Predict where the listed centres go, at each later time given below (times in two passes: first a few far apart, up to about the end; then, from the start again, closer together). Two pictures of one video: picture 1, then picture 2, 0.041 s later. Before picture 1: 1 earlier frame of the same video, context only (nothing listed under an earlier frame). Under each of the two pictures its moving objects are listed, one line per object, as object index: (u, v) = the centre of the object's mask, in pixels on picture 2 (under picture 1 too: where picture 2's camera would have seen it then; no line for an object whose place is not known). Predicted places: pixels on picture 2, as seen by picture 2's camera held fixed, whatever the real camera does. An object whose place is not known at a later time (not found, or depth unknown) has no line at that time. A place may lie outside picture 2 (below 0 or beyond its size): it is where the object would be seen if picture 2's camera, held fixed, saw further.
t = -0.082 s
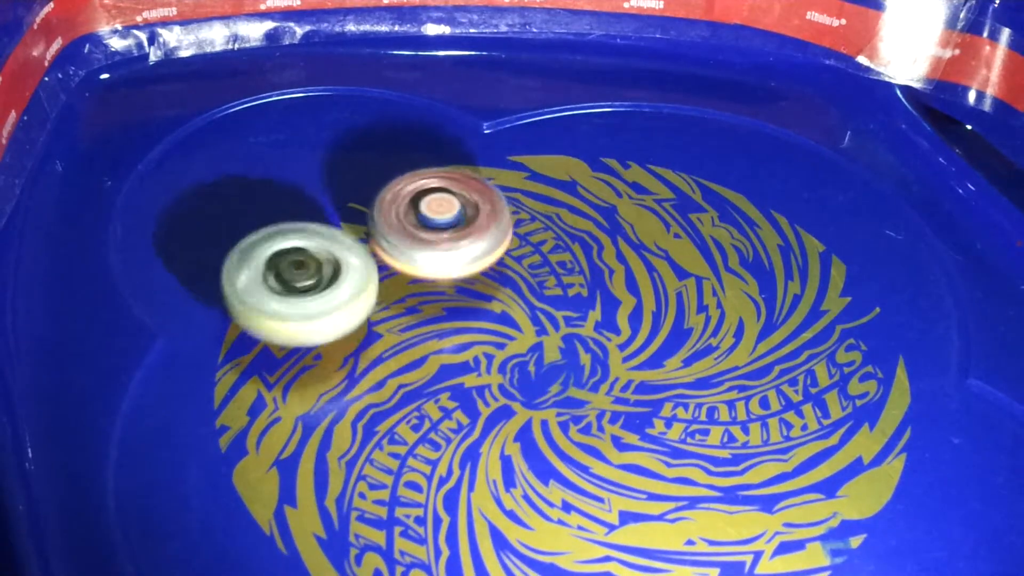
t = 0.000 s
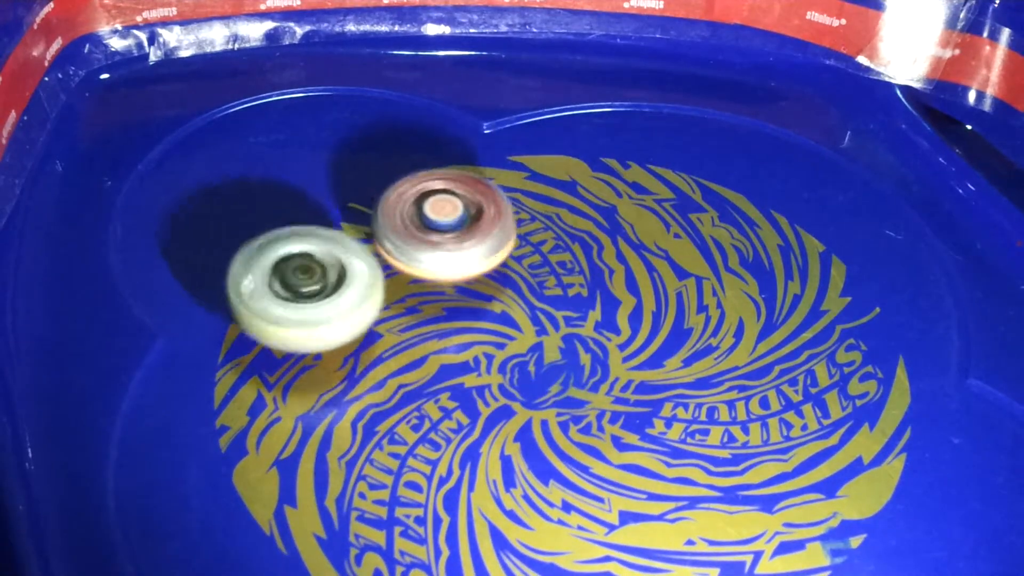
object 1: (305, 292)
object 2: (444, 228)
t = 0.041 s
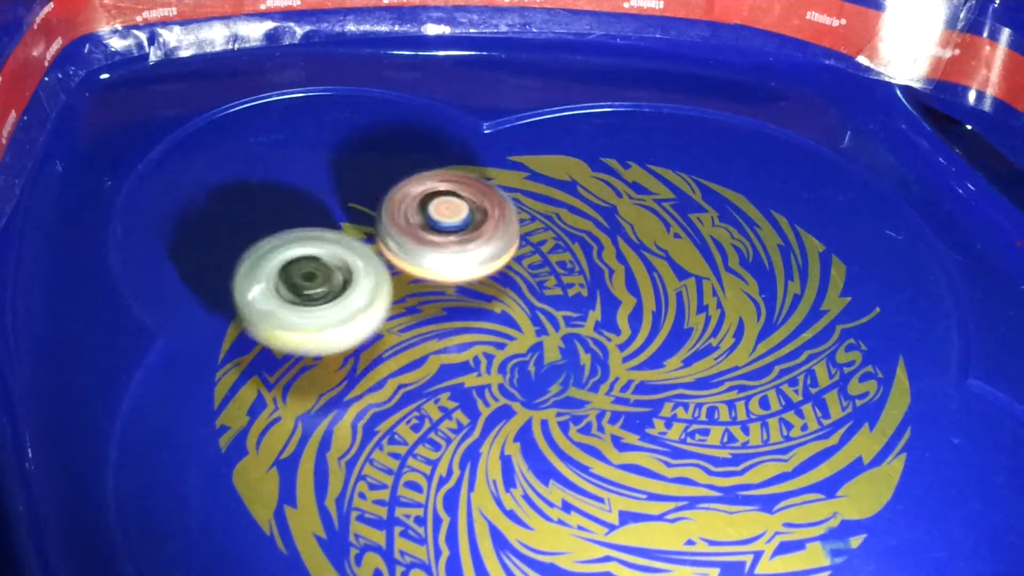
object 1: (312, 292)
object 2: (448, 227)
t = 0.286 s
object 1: (360, 334)
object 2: (501, 218)
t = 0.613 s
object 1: (478, 373)
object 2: (549, 201)
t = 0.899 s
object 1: (612, 382)
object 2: (561, 188)
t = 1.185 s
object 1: (715, 352)
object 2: (562, 195)
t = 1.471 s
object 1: (733, 307)
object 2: (579, 217)
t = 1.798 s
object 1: (786, 323)
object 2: (552, 210)
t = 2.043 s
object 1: (805, 326)
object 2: (547, 211)
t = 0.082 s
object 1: (321, 296)
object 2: (452, 231)
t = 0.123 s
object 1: (333, 297)
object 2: (456, 229)
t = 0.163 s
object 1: (345, 302)
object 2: (463, 230)
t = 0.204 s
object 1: (347, 310)
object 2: (481, 220)
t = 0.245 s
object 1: (352, 324)
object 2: (494, 219)
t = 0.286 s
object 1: (360, 334)
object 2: (501, 218)
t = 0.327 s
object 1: (370, 340)
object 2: (508, 216)
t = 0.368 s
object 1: (382, 344)
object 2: (516, 213)
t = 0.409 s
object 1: (397, 352)
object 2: (523, 212)
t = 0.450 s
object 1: (411, 358)
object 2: (529, 211)
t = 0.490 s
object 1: (428, 361)
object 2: (536, 207)
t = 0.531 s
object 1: (443, 365)
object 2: (540, 206)
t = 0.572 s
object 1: (462, 368)
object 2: (545, 204)
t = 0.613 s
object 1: (478, 373)
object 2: (549, 201)
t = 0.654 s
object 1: (498, 380)
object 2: (552, 200)
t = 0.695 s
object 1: (516, 382)
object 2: (555, 197)
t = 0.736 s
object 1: (537, 385)
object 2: (558, 195)
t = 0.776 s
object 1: (555, 385)
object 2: (559, 192)
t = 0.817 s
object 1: (575, 386)
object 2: (560, 191)
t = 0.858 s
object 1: (593, 385)
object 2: (560, 190)
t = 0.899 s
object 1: (612, 382)
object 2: (561, 188)
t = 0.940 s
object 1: (630, 379)
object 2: (561, 188)
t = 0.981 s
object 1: (648, 374)
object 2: (561, 188)
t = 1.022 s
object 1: (661, 370)
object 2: (561, 188)
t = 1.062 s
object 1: (677, 365)
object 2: (561, 189)
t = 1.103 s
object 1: (691, 361)
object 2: (561, 190)
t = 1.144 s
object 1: (704, 357)
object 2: (562, 192)
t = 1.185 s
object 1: (715, 352)
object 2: (562, 195)
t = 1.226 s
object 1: (723, 344)
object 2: (564, 197)
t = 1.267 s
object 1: (729, 338)
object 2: (565, 201)
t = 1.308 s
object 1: (734, 331)
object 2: (568, 203)
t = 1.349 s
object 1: (737, 325)
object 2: (569, 207)
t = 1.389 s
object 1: (738, 319)
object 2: (572, 210)
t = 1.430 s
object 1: (736, 312)
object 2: (575, 213)
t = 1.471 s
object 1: (733, 307)
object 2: (579, 217)
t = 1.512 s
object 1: (729, 303)
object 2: (582, 220)
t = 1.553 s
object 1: (725, 299)
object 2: (588, 223)
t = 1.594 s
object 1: (723, 298)
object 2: (591, 225)
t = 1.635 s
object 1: (739, 304)
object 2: (573, 217)
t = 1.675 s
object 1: (752, 312)
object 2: (561, 212)
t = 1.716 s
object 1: (762, 315)
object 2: (555, 211)
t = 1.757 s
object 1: (775, 320)
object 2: (553, 211)
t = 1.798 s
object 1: (786, 323)
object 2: (552, 210)
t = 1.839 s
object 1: (794, 324)
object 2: (551, 209)
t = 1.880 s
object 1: (800, 325)
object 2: (550, 209)
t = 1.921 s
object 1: (805, 325)
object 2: (549, 209)
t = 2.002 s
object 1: (806, 326)
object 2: (548, 209)
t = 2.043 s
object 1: (805, 326)
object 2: (547, 211)
